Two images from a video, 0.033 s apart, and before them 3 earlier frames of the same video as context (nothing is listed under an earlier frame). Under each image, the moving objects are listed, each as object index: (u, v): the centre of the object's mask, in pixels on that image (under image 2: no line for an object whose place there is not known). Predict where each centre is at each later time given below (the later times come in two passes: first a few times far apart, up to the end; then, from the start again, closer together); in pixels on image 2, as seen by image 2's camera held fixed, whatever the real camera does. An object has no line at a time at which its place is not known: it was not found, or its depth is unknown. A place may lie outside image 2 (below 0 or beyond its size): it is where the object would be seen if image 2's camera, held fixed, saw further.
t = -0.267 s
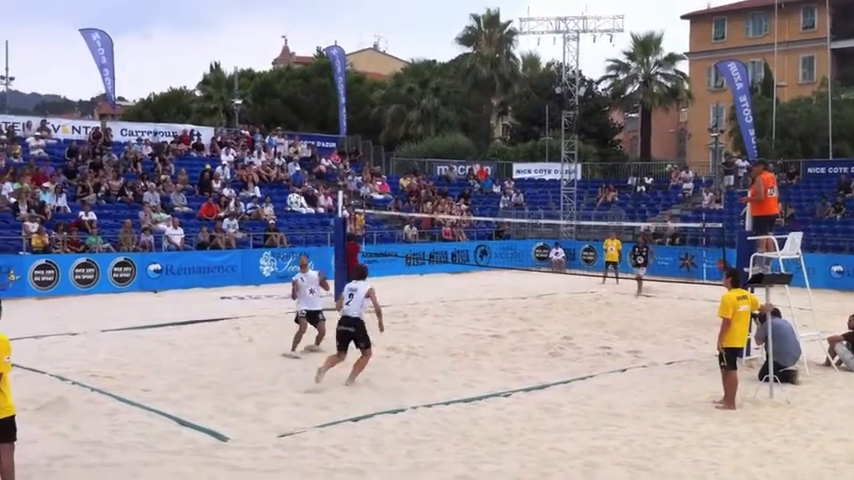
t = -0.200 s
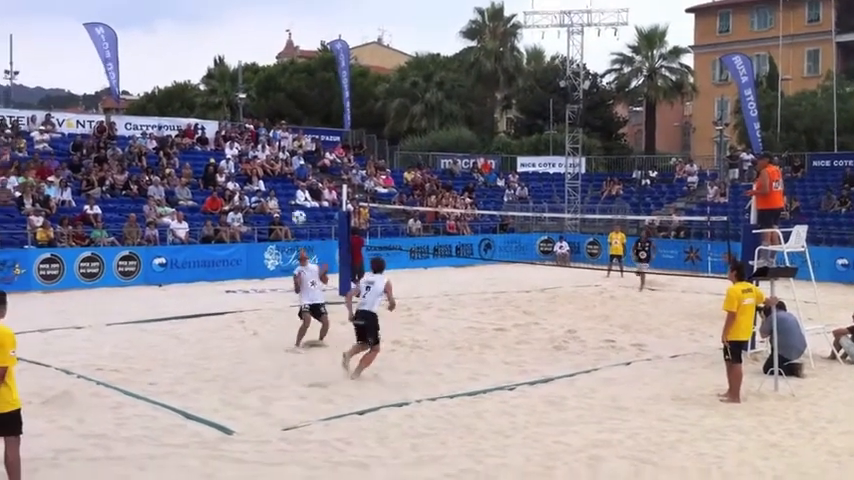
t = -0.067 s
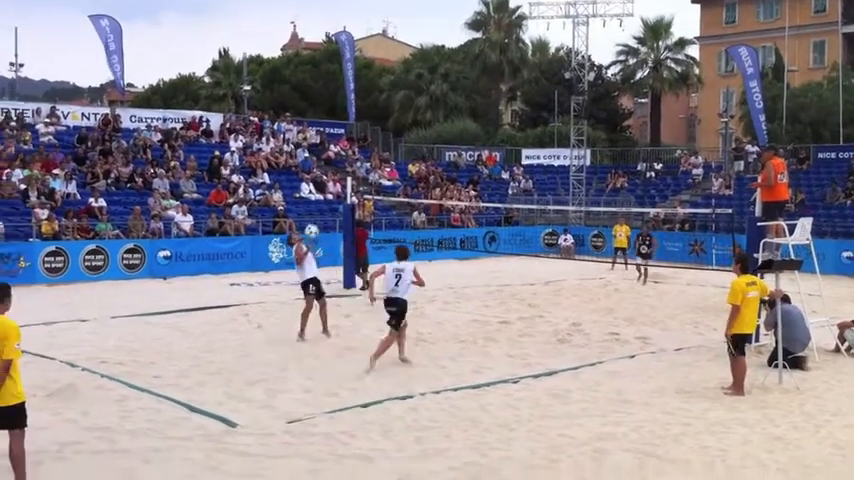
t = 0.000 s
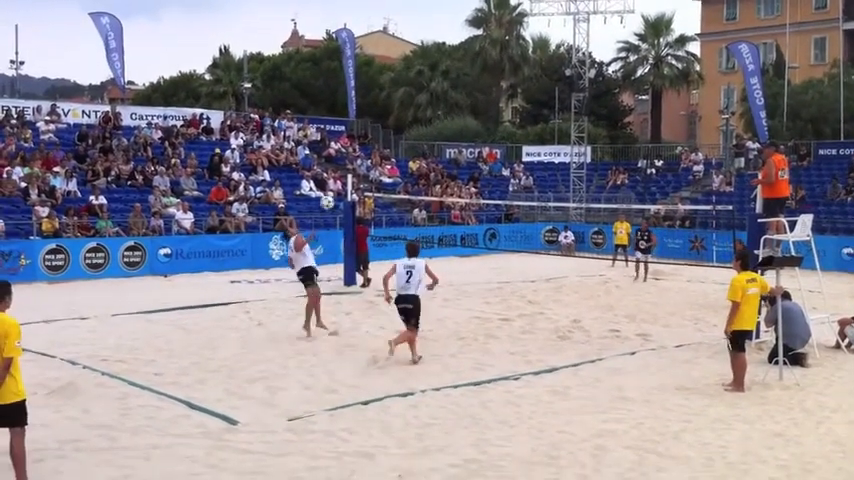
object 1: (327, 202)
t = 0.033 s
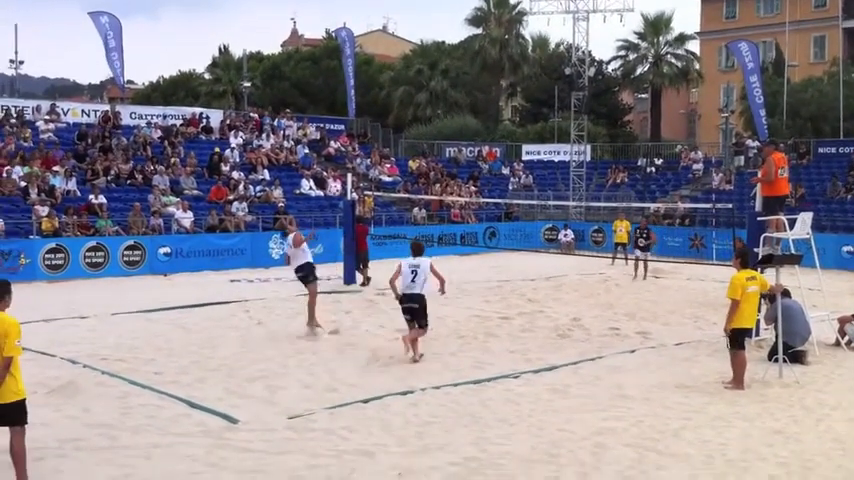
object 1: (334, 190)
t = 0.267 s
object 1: (386, 123)
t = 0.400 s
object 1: (414, 100)
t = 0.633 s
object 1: (464, 86)
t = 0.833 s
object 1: (505, 100)
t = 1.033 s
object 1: (546, 138)
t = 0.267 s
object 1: (386, 123)
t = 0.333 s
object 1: (400, 110)
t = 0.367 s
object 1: (407, 105)
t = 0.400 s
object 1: (414, 100)
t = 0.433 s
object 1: (422, 96)
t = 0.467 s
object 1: (429, 93)
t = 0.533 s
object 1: (443, 88)
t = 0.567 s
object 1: (450, 87)
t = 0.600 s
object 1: (457, 86)
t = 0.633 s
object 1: (464, 86)
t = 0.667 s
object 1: (471, 87)
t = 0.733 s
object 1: (485, 90)
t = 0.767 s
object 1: (492, 94)
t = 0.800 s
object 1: (499, 97)
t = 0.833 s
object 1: (505, 100)
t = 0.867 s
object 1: (512, 105)
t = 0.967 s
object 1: (532, 124)
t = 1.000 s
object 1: (539, 131)
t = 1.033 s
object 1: (546, 138)
